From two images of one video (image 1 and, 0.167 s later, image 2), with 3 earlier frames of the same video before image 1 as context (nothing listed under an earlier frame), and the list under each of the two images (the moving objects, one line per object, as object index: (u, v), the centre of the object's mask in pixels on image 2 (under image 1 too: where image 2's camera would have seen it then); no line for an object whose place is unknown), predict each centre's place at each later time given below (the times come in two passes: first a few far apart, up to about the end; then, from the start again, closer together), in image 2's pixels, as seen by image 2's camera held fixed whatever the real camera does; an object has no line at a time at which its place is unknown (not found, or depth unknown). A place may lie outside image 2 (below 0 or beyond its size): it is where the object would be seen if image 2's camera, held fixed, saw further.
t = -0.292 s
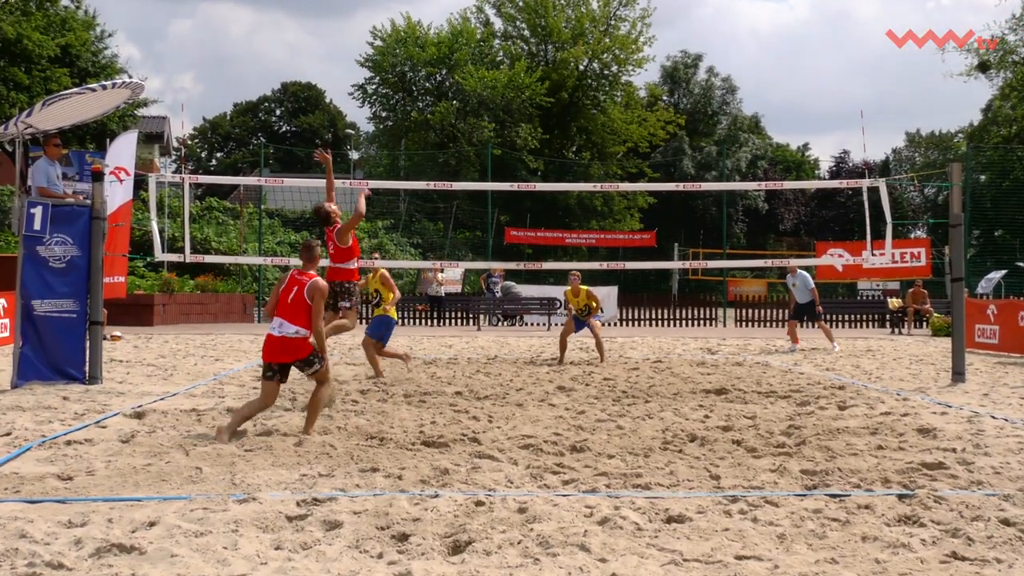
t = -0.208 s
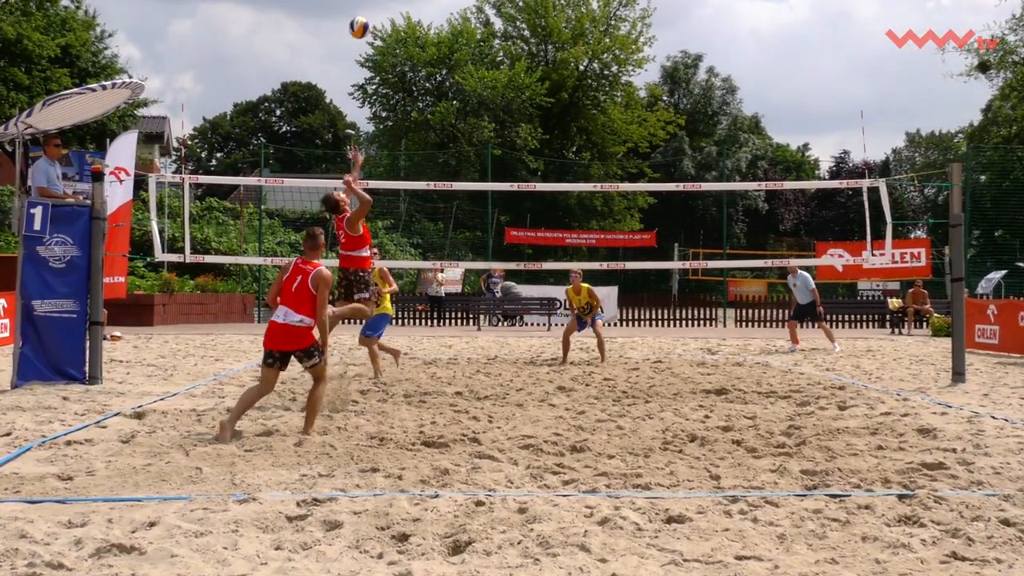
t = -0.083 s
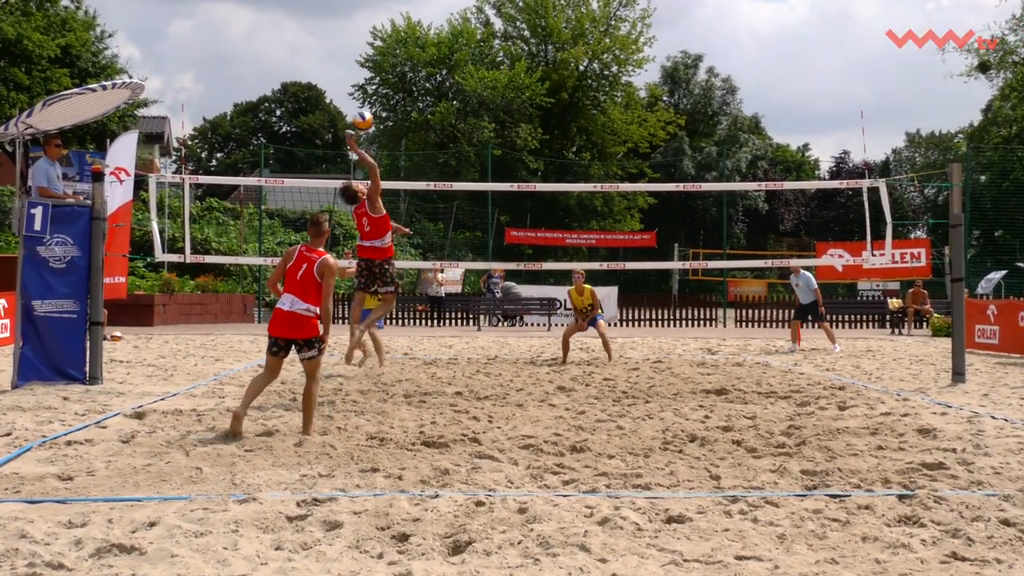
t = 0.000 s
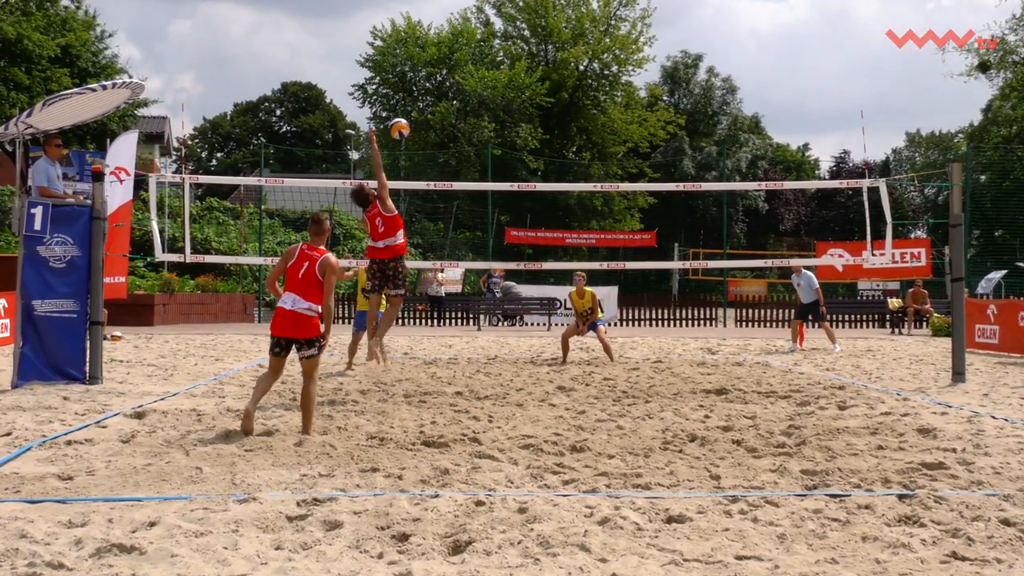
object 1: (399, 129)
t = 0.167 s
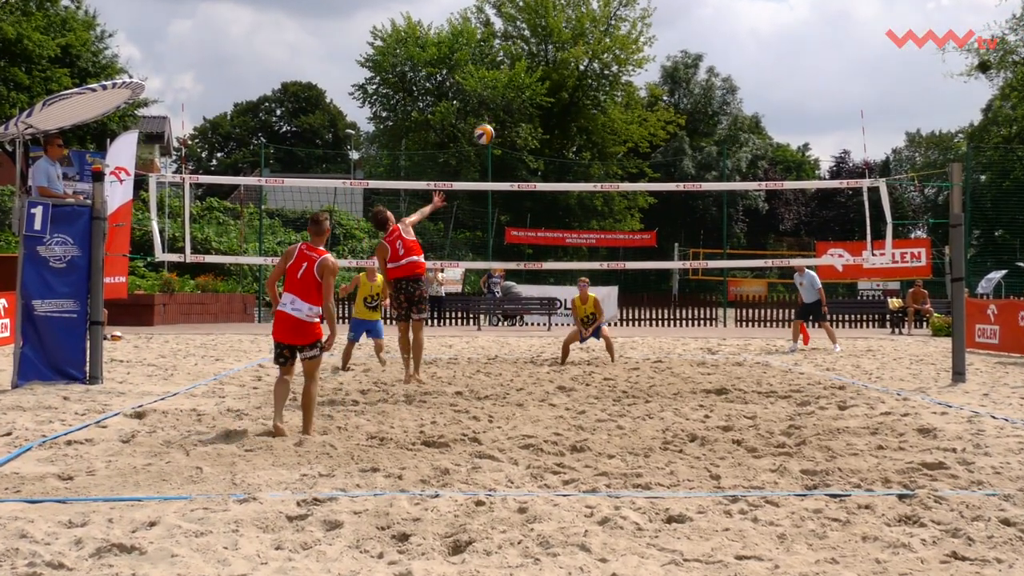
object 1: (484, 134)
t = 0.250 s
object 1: (522, 145)
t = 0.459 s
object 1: (619, 202)
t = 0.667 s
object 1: (693, 283)
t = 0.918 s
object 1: (778, 364)
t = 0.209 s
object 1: (504, 139)
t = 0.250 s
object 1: (522, 145)
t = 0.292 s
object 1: (550, 157)
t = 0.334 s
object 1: (568, 167)
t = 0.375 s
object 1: (585, 176)
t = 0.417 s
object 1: (603, 194)
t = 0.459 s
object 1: (619, 202)
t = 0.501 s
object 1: (634, 218)
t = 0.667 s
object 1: (693, 283)
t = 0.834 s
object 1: (751, 372)
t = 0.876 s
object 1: (765, 368)
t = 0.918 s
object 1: (778, 364)
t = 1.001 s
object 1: (803, 358)
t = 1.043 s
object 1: (817, 357)
